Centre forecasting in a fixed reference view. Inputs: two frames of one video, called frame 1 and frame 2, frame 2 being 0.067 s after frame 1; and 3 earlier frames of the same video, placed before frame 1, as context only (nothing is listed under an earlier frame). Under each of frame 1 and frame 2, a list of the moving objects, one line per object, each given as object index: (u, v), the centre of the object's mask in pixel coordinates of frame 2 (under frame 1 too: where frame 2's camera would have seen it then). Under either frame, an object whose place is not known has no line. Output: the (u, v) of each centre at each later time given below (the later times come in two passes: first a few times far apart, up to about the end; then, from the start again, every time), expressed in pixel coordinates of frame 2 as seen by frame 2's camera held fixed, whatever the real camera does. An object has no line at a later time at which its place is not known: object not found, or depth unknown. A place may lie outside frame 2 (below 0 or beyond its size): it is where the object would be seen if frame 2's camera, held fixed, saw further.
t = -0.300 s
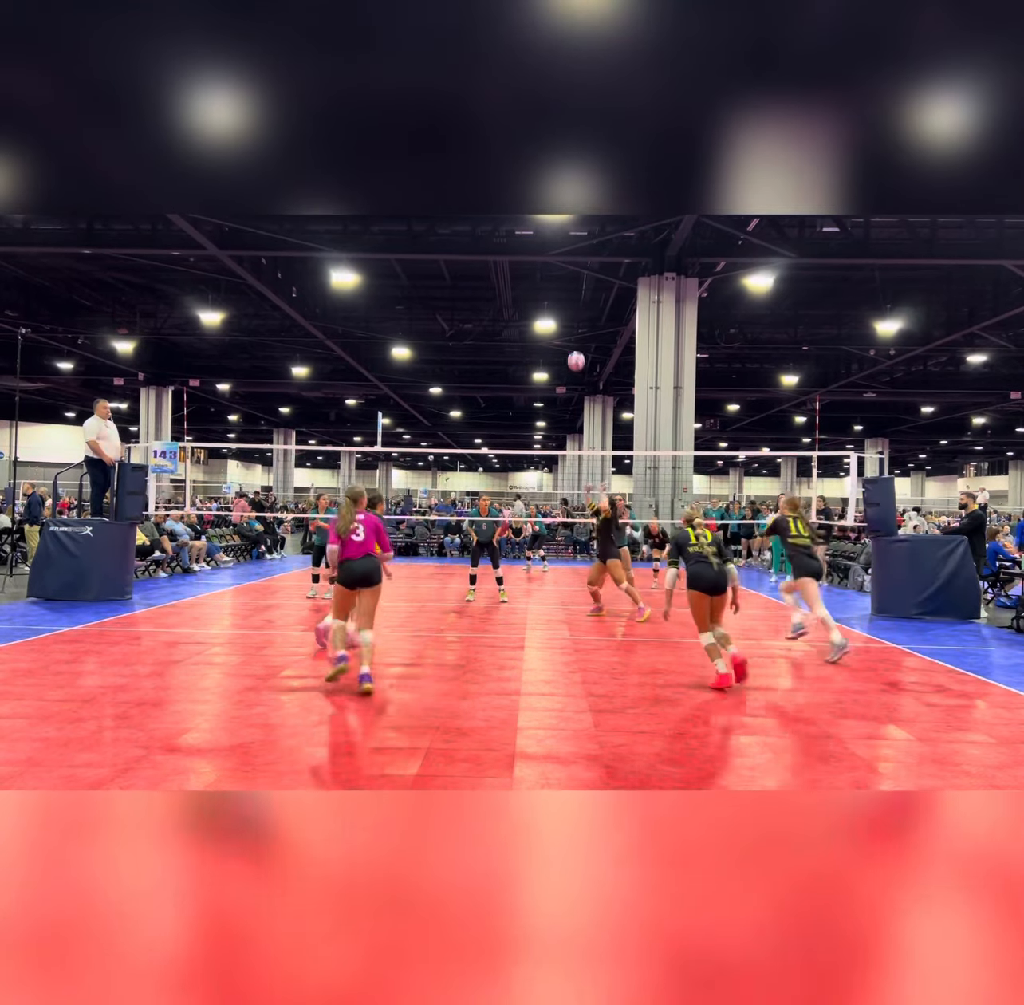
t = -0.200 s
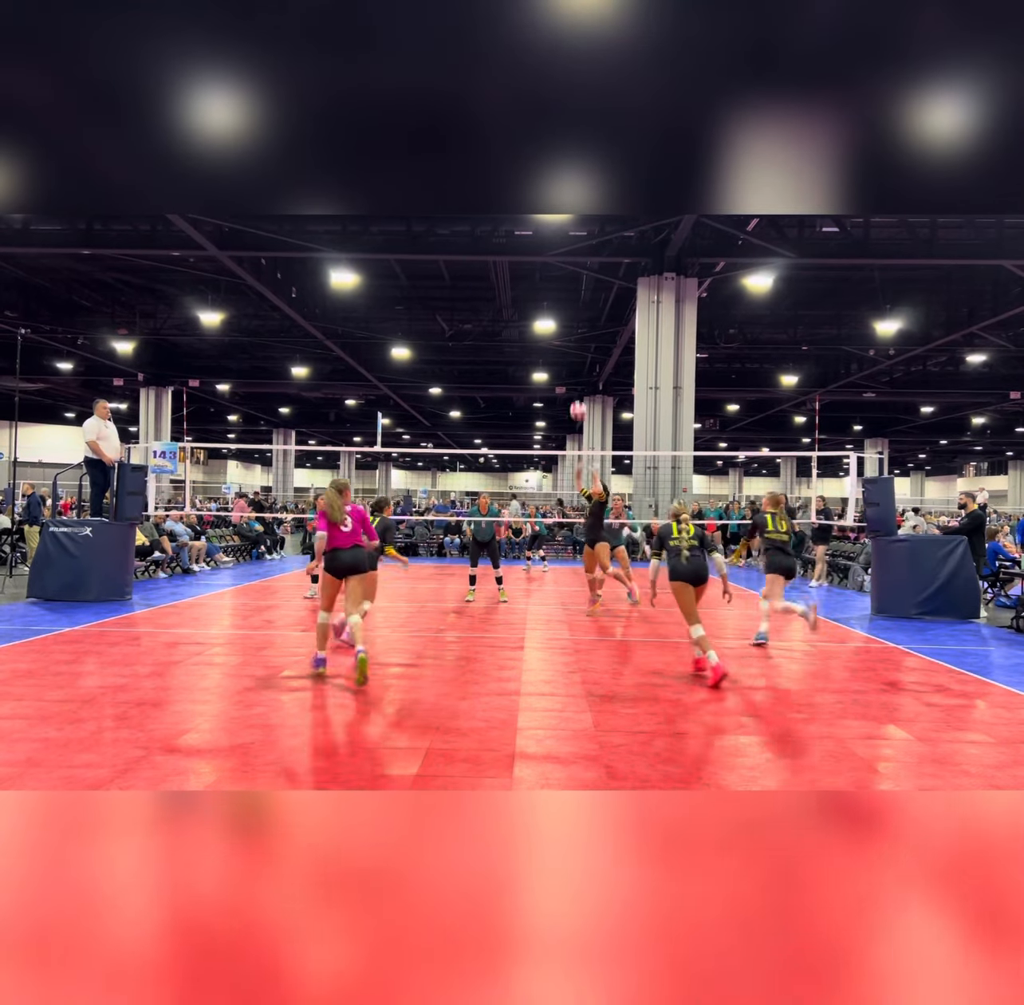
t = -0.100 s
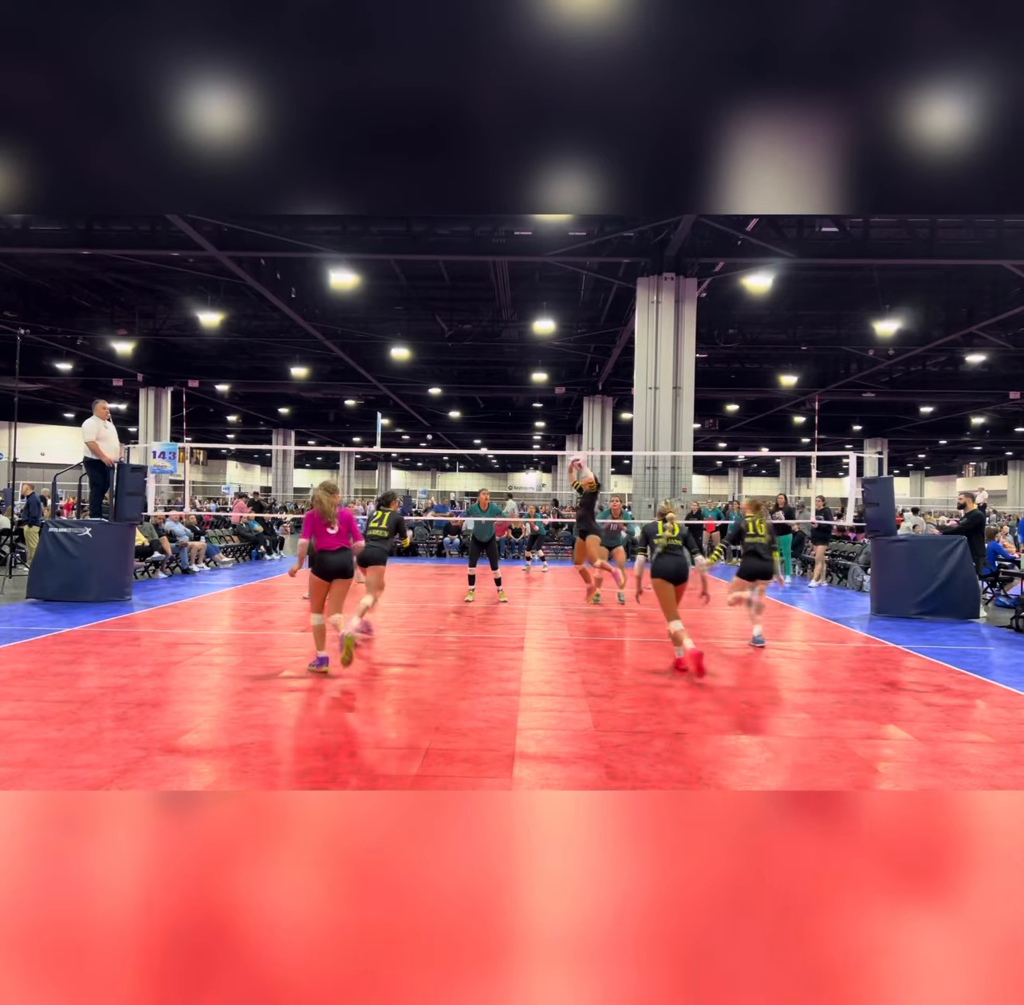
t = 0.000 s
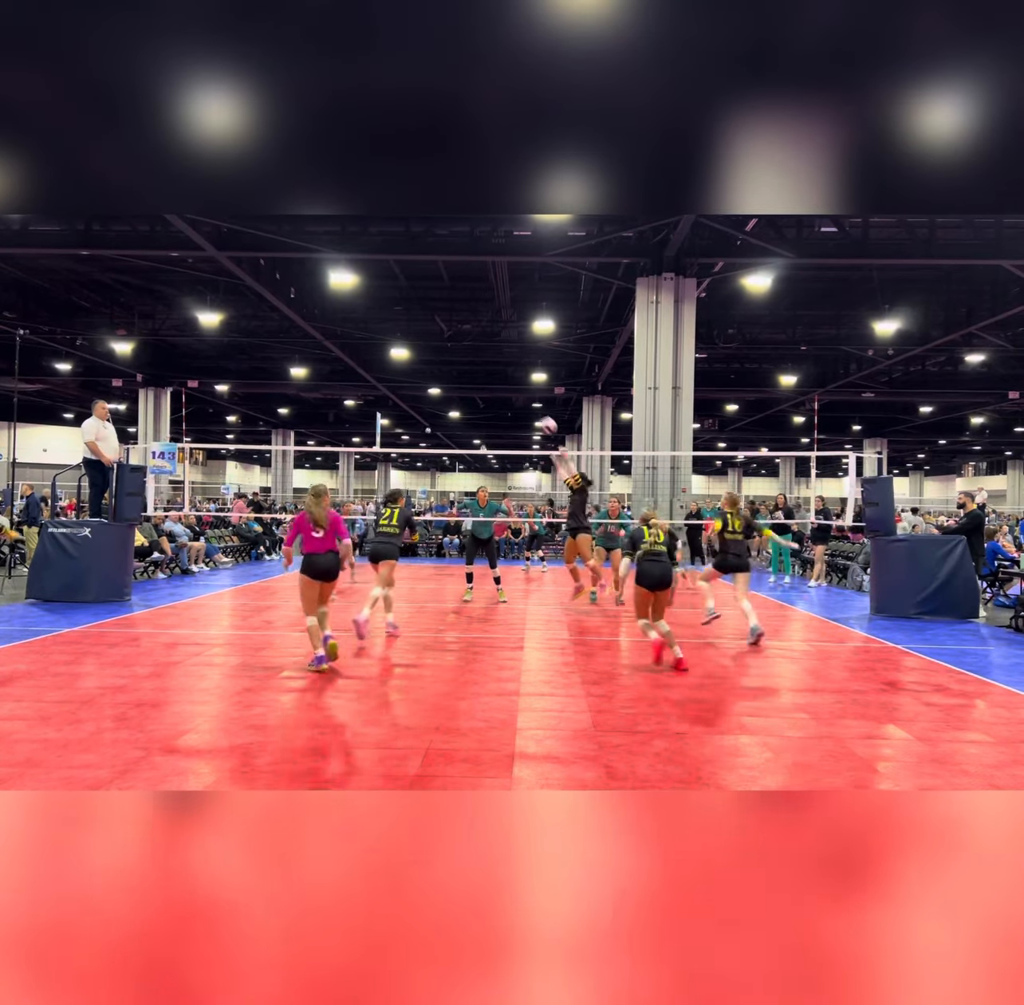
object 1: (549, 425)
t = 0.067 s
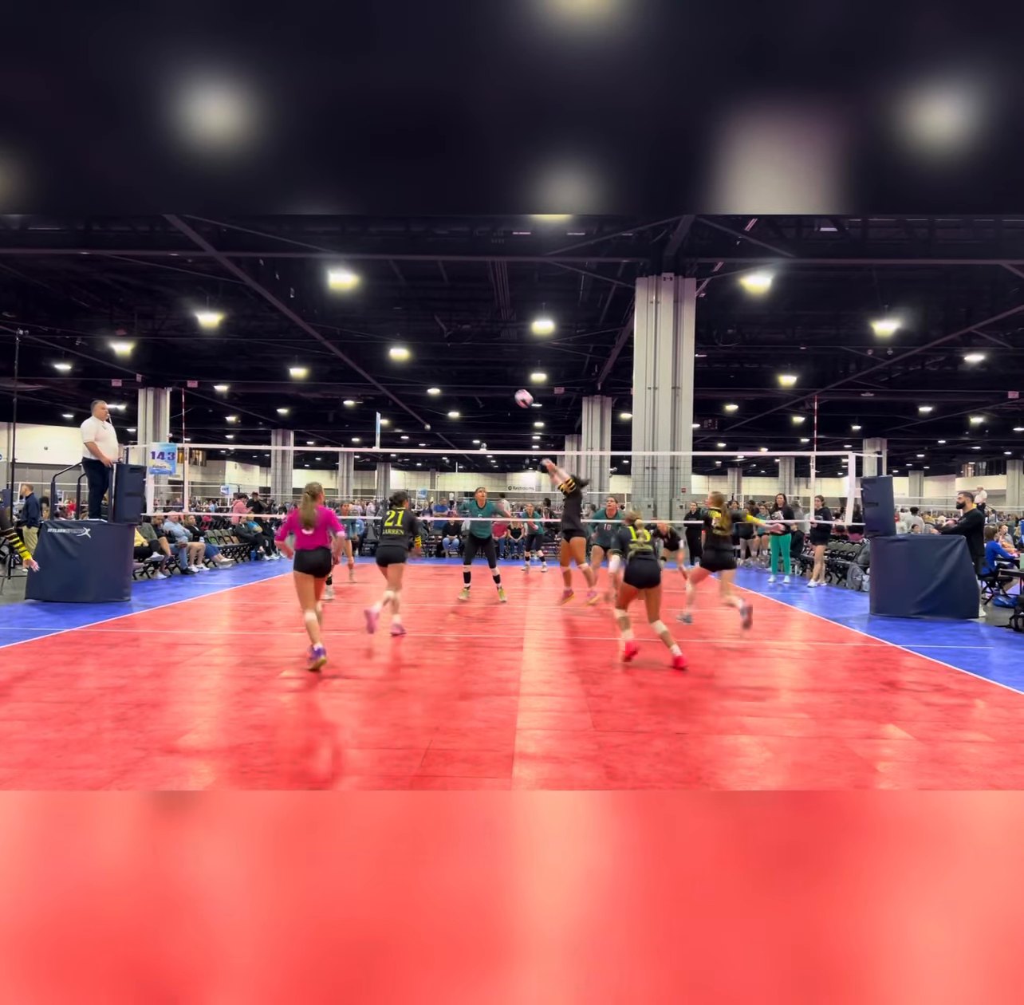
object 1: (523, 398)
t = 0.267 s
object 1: (454, 339)
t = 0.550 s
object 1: (361, 307)
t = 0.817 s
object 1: (277, 330)
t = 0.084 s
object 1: (518, 393)
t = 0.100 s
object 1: (512, 387)
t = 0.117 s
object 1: (506, 381)
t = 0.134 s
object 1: (500, 375)
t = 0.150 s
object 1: (494, 370)
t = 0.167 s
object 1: (488, 365)
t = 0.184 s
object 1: (483, 360)
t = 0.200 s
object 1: (477, 356)
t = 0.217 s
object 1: (471, 351)
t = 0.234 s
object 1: (465, 347)
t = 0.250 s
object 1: (459, 343)
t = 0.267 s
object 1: (454, 339)
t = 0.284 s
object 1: (448, 336)
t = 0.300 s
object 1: (443, 333)
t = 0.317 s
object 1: (437, 329)
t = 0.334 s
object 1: (432, 326)
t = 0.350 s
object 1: (426, 324)
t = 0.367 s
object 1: (421, 321)
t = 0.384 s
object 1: (415, 319)
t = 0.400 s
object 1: (410, 317)
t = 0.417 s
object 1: (404, 315)
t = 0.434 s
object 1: (398, 313)
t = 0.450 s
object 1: (393, 312)
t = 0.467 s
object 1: (388, 310)
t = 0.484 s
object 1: (382, 309)
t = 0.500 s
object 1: (377, 309)
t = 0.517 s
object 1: (371, 308)
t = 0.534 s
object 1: (366, 307)
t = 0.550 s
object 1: (361, 307)
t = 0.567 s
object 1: (356, 307)
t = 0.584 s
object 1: (350, 307)
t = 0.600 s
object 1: (345, 308)
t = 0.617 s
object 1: (339, 308)
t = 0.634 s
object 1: (334, 309)
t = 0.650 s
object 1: (329, 310)
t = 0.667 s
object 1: (324, 311)
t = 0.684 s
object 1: (319, 312)
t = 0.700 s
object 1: (313, 314)
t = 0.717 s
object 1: (308, 315)
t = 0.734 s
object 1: (303, 317)
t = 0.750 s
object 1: (298, 320)
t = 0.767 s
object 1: (292, 322)
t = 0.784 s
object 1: (287, 325)
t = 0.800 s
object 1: (282, 327)
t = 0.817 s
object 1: (277, 330)
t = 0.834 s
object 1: (272, 333)
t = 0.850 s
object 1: (267, 337)
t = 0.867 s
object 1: (262, 340)
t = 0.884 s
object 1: (257, 344)
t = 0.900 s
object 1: (252, 347)
